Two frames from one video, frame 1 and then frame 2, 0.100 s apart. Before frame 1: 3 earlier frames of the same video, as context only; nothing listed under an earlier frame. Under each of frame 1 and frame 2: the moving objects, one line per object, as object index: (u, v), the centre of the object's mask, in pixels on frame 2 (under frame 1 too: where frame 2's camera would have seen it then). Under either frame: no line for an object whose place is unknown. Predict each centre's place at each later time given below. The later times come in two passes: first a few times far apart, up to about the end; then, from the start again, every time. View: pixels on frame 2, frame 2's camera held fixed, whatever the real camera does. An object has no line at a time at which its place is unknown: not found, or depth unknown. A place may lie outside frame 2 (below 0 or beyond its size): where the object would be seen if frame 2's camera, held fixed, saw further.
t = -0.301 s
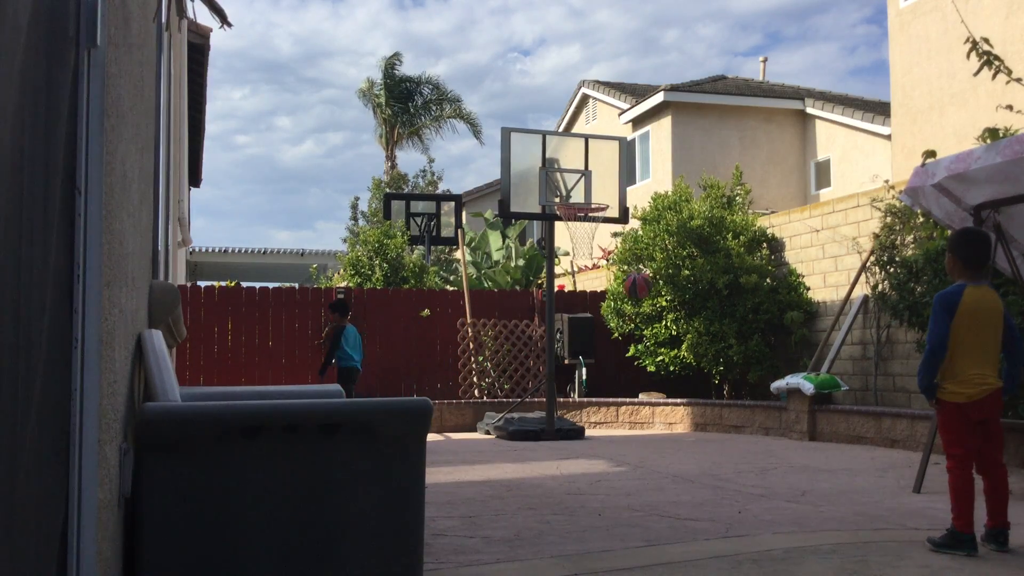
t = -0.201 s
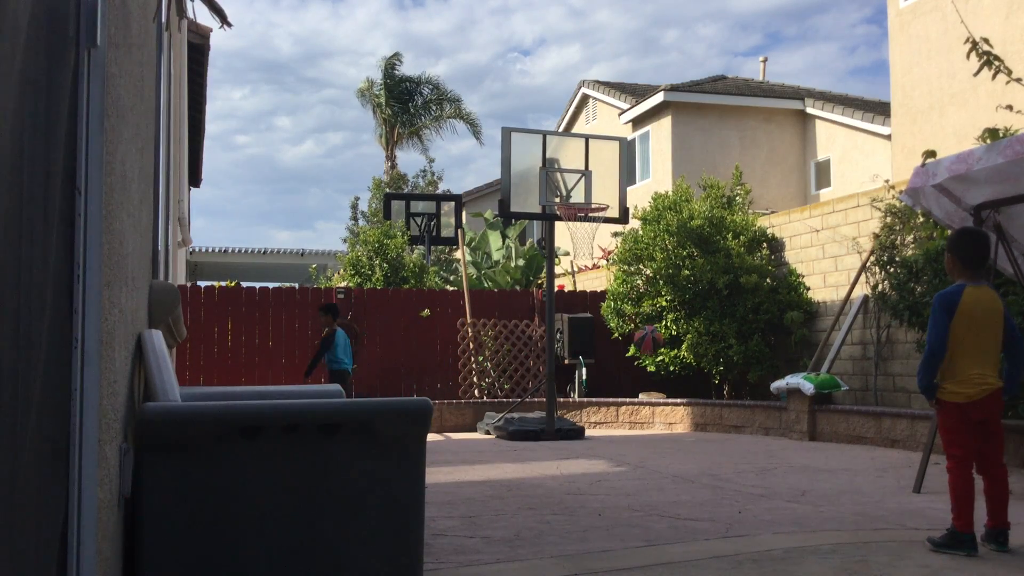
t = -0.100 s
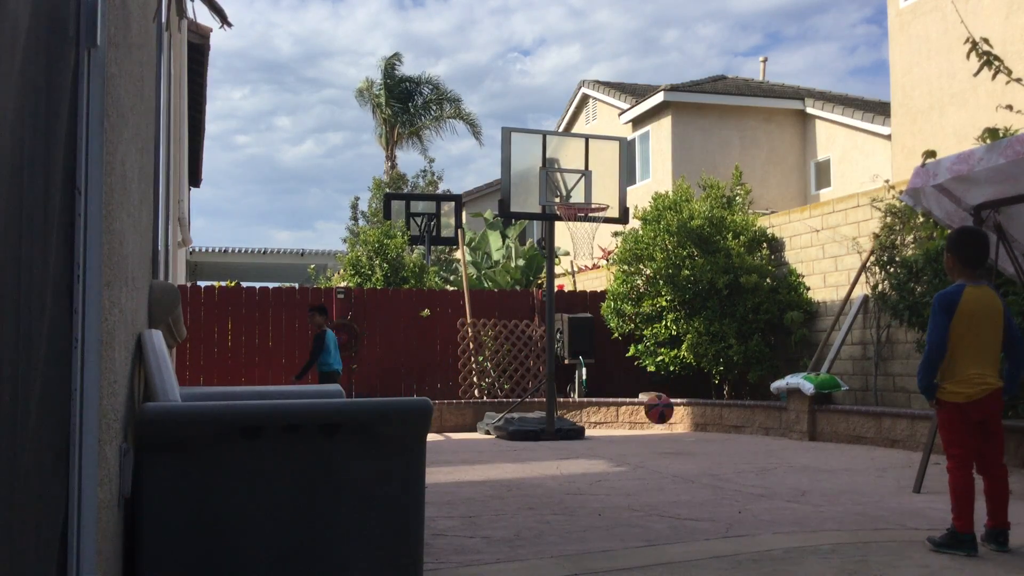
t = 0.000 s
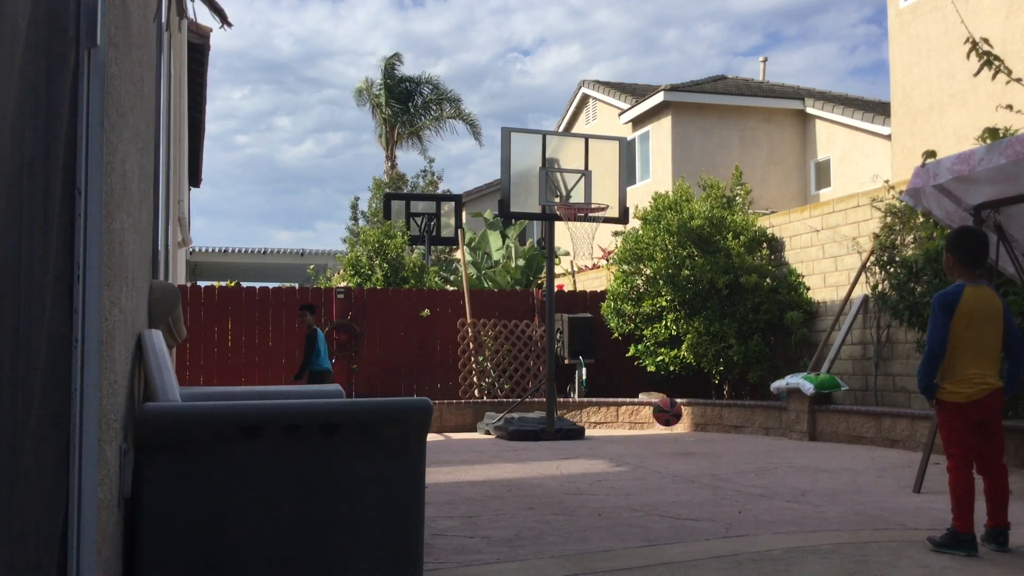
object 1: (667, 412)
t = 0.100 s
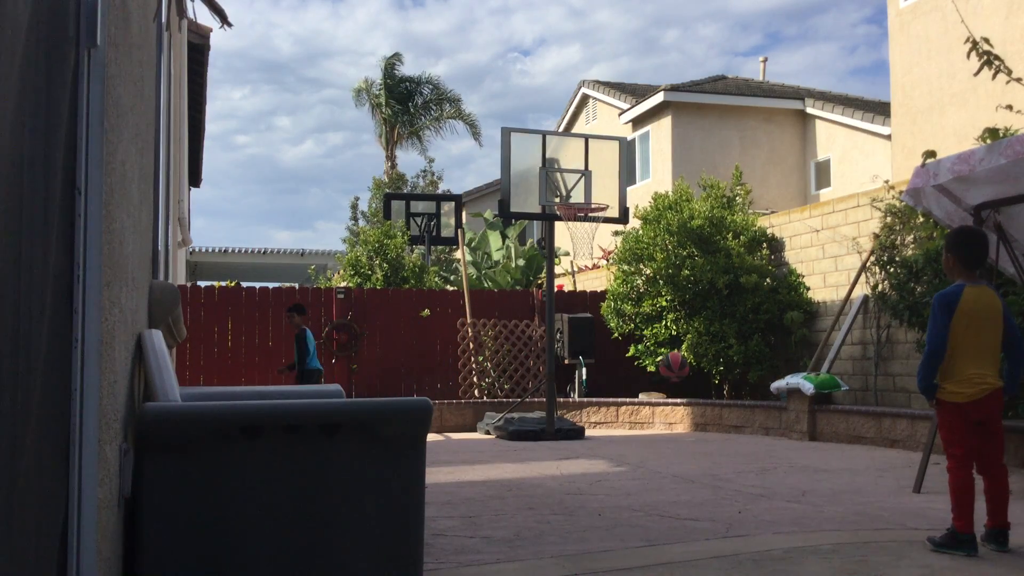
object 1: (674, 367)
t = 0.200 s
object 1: (681, 332)
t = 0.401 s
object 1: (695, 299)
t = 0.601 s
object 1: (712, 311)
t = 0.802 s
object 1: (729, 378)
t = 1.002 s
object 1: (747, 417)
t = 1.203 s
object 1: (760, 363)
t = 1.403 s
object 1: (777, 359)
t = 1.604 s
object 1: (795, 410)
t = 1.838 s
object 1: (816, 411)
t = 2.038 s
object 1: (833, 392)
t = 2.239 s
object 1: (855, 432)
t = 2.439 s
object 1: (875, 429)
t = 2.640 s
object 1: (895, 423)
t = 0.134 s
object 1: (676, 354)
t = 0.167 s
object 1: (679, 342)
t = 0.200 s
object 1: (681, 332)
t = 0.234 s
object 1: (683, 323)
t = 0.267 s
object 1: (686, 315)
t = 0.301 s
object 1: (688, 309)
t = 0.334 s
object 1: (690, 304)
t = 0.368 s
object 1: (693, 301)
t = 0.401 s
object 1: (695, 299)
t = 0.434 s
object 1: (698, 297)
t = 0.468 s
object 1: (701, 297)
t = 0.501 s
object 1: (704, 299)
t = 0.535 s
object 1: (706, 302)
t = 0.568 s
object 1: (709, 306)
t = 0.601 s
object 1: (712, 311)
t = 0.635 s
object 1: (715, 318)
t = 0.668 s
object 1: (718, 327)
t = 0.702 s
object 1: (721, 337)
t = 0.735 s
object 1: (724, 350)
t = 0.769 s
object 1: (727, 363)
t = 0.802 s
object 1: (729, 378)
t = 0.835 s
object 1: (732, 394)
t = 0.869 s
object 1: (736, 411)
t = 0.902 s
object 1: (739, 431)
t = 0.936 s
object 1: (742, 446)
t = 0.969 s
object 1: (744, 431)
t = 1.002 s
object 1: (747, 417)
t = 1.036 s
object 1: (749, 404)
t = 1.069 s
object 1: (751, 393)
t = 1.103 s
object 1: (753, 384)
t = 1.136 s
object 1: (756, 375)
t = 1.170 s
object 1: (758, 369)
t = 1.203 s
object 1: (760, 363)
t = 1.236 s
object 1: (763, 358)
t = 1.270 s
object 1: (765, 355)
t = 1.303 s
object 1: (768, 353)
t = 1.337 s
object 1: (771, 354)
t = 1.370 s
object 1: (774, 356)
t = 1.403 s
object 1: (777, 359)
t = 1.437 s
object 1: (779, 363)
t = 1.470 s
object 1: (782, 369)
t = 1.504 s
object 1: (786, 377)
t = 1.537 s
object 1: (789, 386)
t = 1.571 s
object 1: (792, 397)
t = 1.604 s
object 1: (795, 410)
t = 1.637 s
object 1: (798, 425)
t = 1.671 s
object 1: (802, 440)
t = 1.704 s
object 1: (806, 454)
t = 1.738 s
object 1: (808, 441)
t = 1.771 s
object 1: (810, 430)
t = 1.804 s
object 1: (813, 421)
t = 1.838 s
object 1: (816, 411)
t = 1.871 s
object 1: (819, 404)
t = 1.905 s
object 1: (822, 399)
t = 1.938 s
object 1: (824, 394)
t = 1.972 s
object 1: (827, 392)
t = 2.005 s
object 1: (830, 392)
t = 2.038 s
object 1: (833, 392)
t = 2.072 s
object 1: (837, 394)
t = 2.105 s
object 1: (840, 398)
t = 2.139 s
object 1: (844, 404)
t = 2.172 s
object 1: (847, 411)
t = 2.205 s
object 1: (851, 420)
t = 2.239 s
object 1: (855, 432)
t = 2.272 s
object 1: (859, 444)
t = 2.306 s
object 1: (862, 459)
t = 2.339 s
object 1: (866, 455)
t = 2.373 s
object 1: (869, 445)
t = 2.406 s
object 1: (872, 436)
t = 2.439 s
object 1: (875, 429)
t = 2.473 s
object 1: (877, 424)
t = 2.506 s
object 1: (881, 420)
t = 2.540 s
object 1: (884, 418)
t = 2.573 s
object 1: (888, 418)
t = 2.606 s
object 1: (891, 420)
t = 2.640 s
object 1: (895, 423)
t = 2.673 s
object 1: (898, 429)
